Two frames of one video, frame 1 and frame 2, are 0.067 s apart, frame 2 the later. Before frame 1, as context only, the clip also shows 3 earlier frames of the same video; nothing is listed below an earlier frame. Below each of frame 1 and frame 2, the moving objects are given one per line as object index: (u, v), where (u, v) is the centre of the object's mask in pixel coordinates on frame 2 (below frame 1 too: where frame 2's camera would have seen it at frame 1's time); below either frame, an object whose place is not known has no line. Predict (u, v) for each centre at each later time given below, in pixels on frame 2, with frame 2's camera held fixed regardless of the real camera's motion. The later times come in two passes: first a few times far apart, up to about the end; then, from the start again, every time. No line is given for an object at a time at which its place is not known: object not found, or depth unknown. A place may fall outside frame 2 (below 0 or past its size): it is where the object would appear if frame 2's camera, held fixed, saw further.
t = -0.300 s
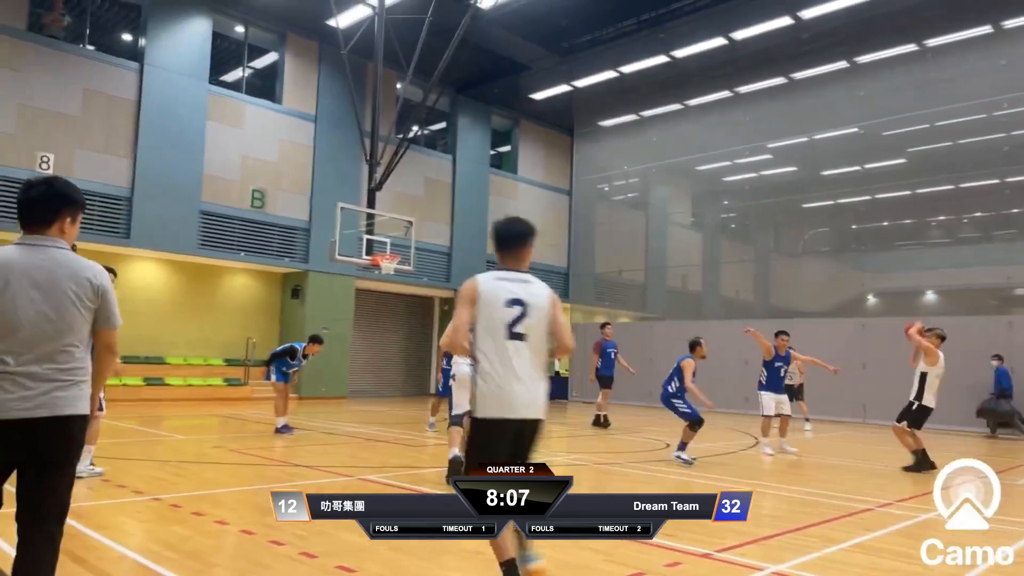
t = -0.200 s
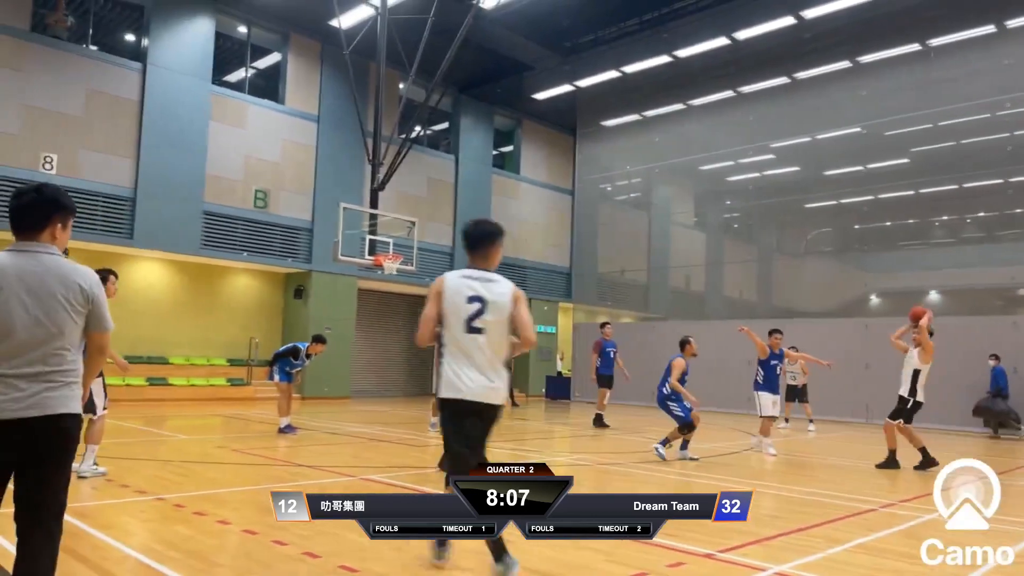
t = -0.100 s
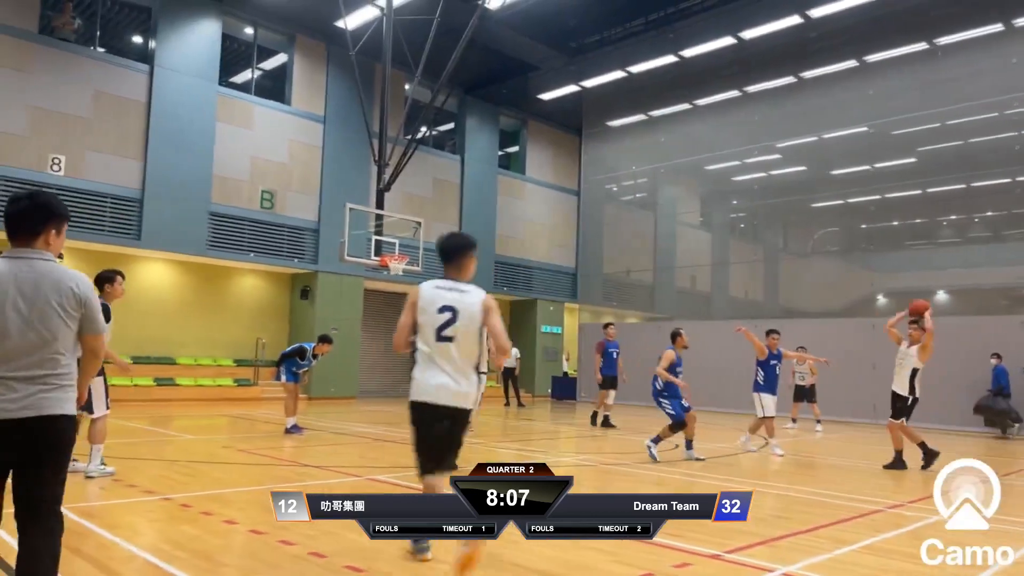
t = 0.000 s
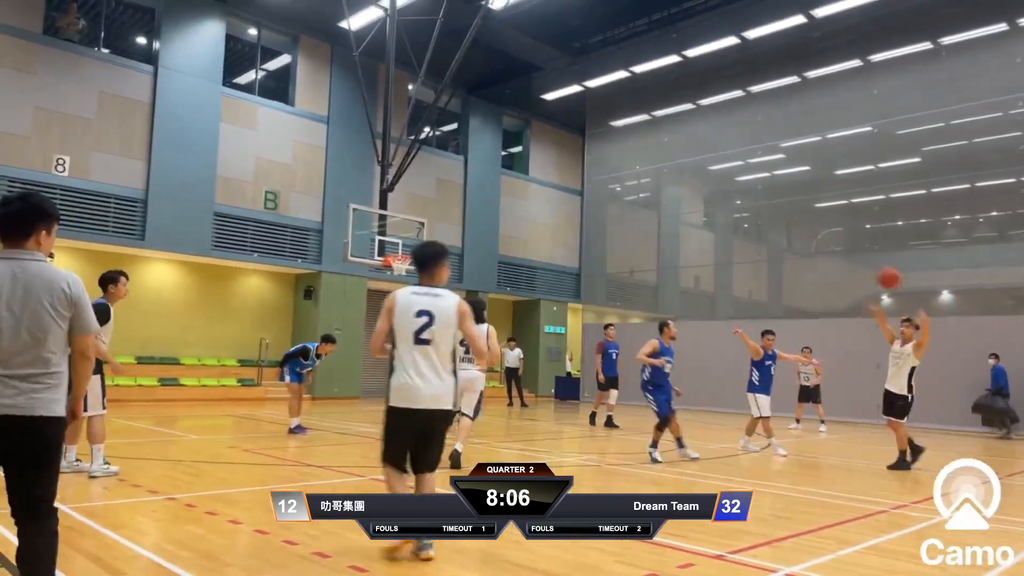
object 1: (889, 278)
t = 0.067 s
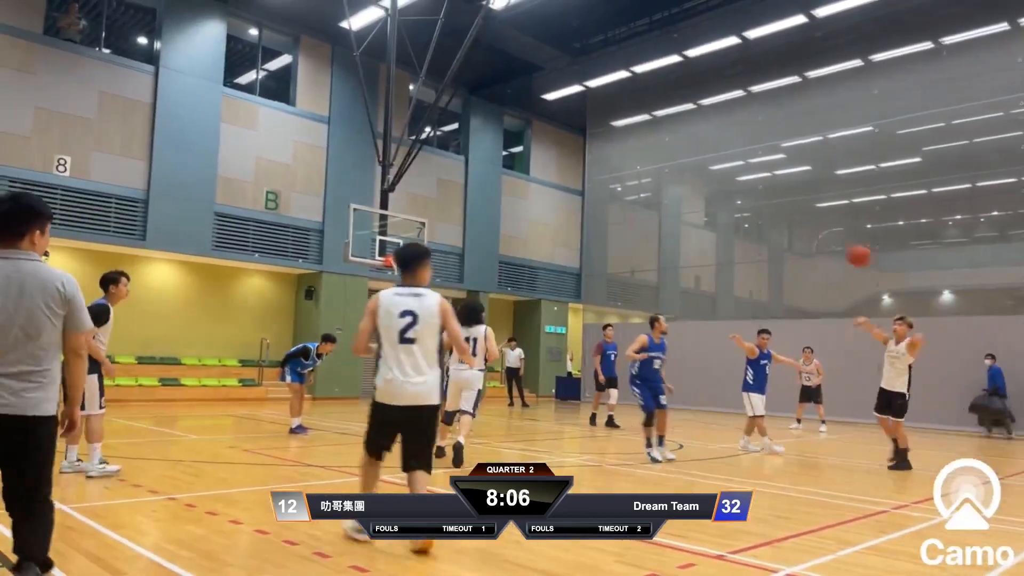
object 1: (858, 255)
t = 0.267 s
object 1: (752, 207)
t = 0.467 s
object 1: (611, 189)
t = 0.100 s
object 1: (843, 246)
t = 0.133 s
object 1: (825, 236)
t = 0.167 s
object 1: (807, 226)
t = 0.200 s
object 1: (789, 220)
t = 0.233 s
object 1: (770, 213)
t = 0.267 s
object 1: (752, 207)
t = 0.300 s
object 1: (729, 201)
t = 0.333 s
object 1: (708, 197)
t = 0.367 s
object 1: (685, 193)
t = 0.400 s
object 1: (662, 191)
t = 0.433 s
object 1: (637, 189)
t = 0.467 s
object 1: (611, 189)
